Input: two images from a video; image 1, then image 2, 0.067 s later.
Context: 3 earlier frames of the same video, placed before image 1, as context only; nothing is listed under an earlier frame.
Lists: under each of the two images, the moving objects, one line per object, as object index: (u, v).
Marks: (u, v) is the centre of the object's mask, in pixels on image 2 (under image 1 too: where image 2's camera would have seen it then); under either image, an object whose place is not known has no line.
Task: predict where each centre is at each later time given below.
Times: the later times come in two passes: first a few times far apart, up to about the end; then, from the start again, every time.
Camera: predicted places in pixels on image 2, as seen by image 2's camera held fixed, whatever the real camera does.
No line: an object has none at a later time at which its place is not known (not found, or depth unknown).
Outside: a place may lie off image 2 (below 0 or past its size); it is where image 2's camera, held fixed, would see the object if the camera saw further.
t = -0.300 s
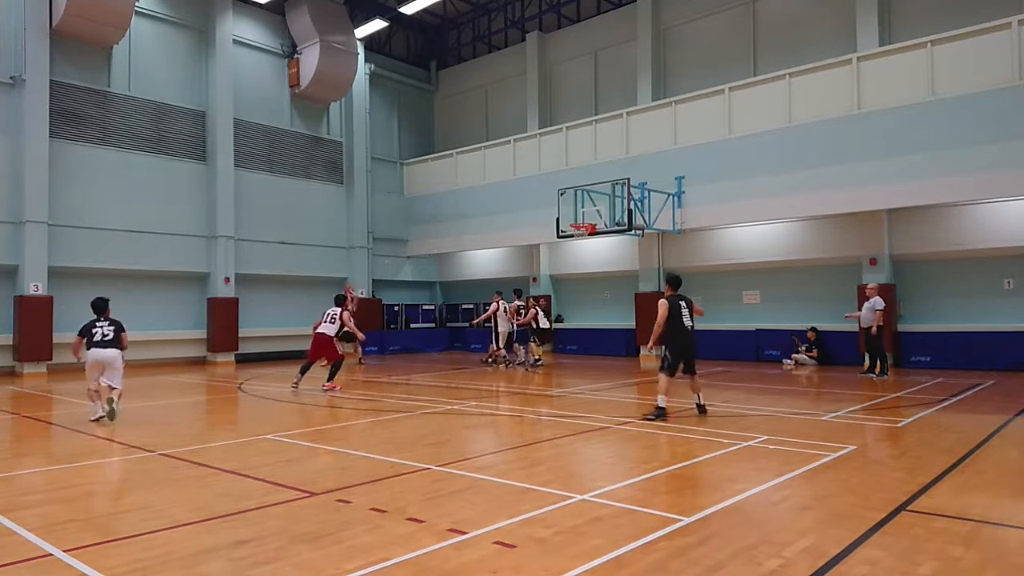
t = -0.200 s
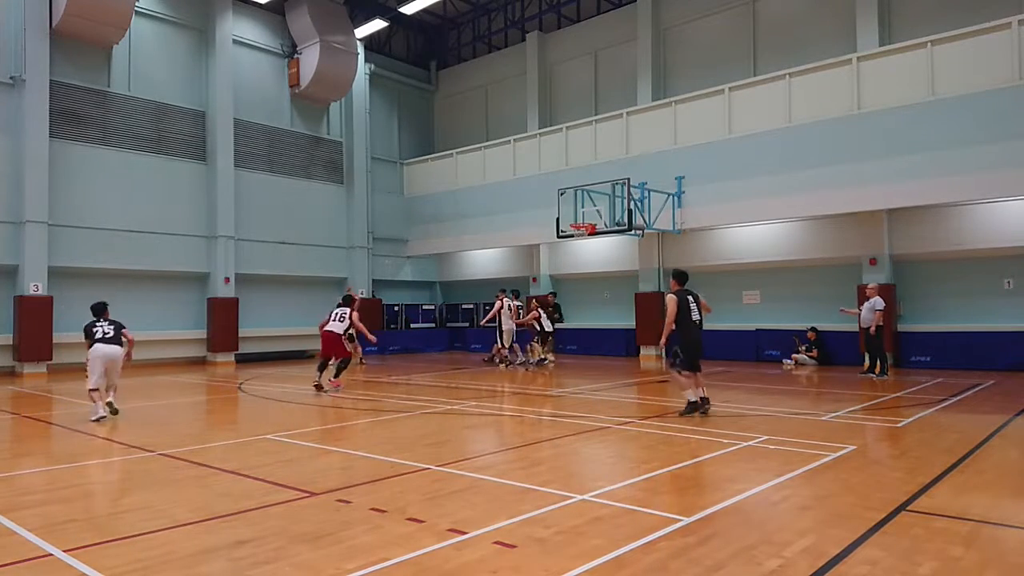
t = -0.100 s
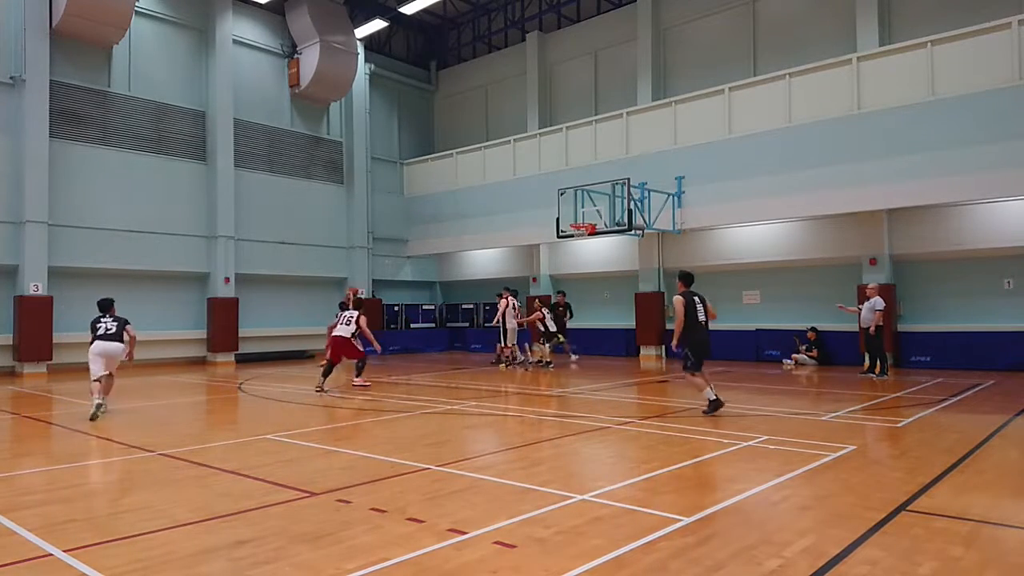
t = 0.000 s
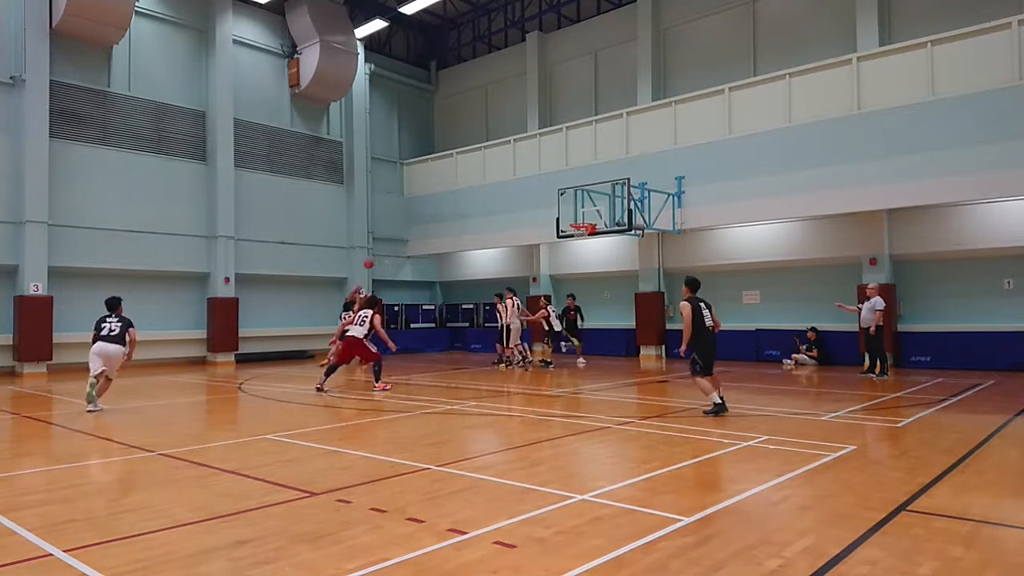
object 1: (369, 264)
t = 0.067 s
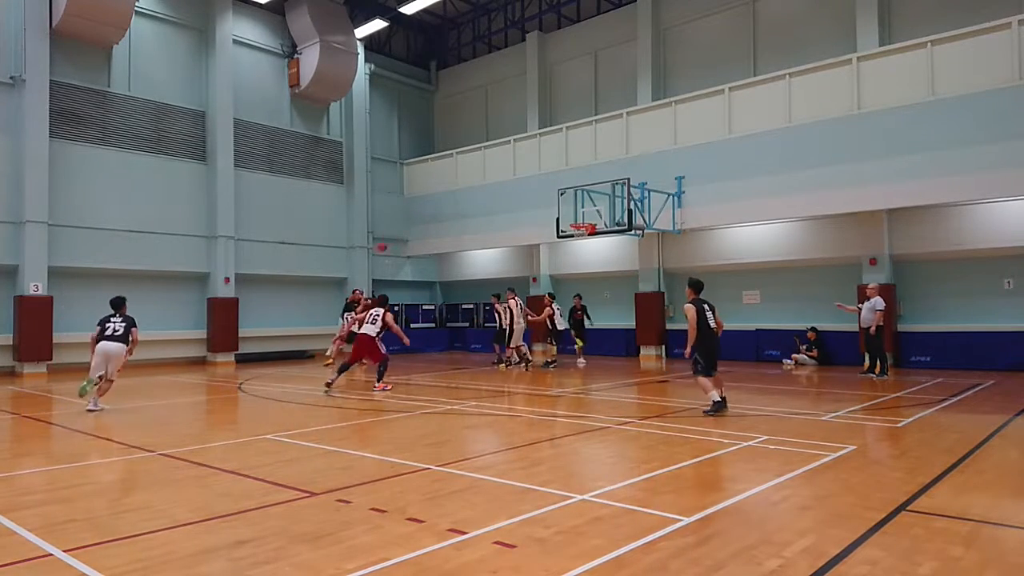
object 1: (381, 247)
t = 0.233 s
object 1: (418, 207)
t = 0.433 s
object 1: (466, 167)
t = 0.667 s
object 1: (532, 138)
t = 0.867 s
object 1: (600, 129)
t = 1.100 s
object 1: (698, 148)
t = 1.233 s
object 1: (766, 177)
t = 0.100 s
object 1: (389, 238)
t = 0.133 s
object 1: (396, 230)
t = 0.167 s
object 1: (403, 222)
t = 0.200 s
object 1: (410, 215)
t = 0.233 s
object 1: (418, 207)
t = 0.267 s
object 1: (426, 199)
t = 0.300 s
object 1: (433, 192)
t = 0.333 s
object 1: (441, 185)
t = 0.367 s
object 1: (449, 179)
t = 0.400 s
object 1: (457, 173)
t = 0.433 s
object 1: (466, 167)
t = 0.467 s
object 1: (475, 160)
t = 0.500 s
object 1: (484, 156)
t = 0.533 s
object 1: (493, 152)
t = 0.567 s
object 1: (502, 148)
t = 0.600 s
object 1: (512, 145)
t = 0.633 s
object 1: (522, 140)
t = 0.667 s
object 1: (532, 138)
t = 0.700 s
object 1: (543, 134)
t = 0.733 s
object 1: (554, 133)
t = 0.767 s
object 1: (565, 131)
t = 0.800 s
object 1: (576, 130)
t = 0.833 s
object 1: (588, 129)
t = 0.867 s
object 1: (600, 129)
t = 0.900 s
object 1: (613, 130)
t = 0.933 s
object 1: (626, 131)
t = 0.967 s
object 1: (640, 133)
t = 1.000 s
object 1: (654, 136)
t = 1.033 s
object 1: (668, 139)
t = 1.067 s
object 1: (683, 143)
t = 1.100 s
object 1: (698, 148)
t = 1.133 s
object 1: (714, 154)
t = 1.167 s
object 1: (731, 161)
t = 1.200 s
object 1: (748, 168)
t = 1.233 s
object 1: (766, 177)
